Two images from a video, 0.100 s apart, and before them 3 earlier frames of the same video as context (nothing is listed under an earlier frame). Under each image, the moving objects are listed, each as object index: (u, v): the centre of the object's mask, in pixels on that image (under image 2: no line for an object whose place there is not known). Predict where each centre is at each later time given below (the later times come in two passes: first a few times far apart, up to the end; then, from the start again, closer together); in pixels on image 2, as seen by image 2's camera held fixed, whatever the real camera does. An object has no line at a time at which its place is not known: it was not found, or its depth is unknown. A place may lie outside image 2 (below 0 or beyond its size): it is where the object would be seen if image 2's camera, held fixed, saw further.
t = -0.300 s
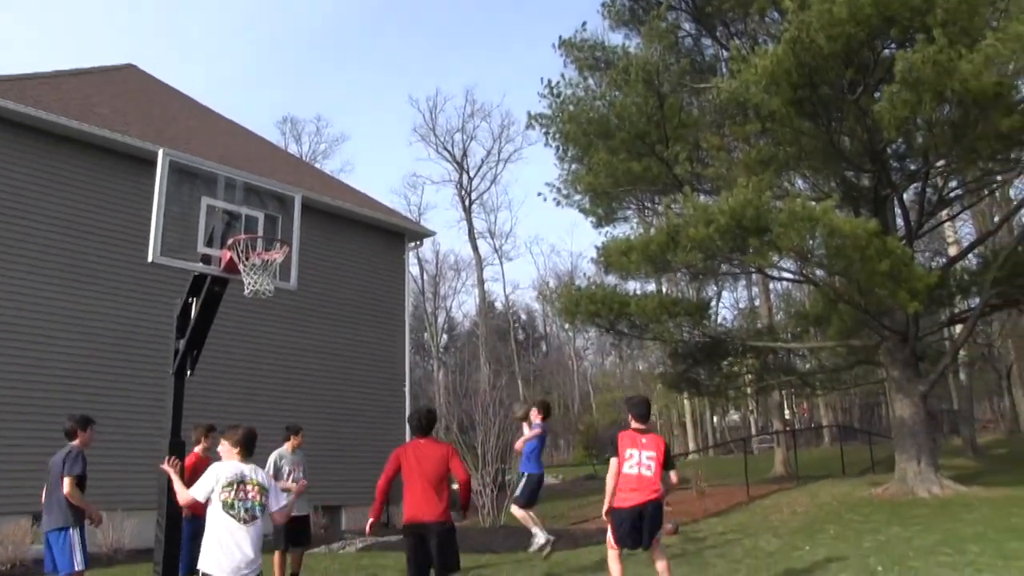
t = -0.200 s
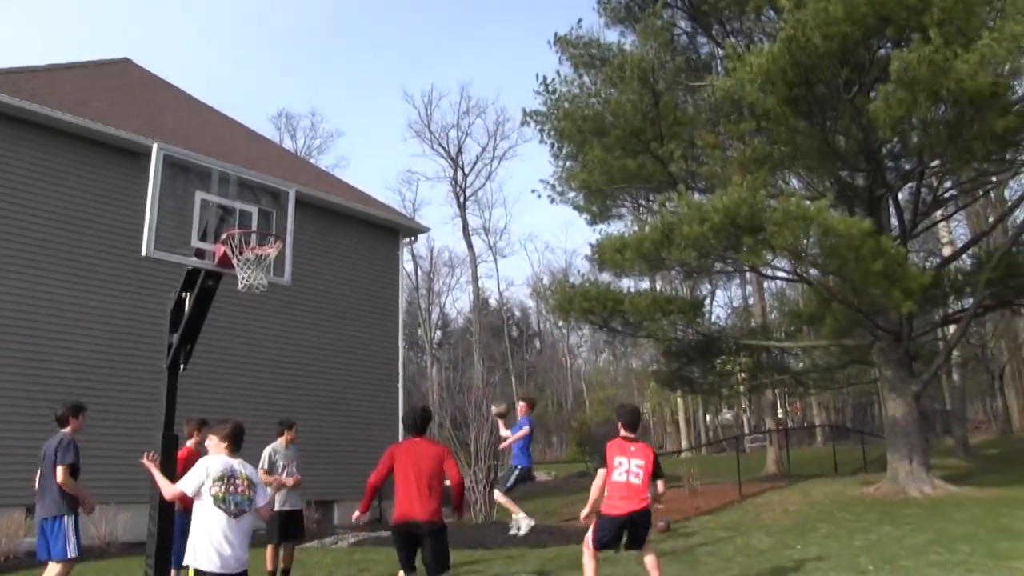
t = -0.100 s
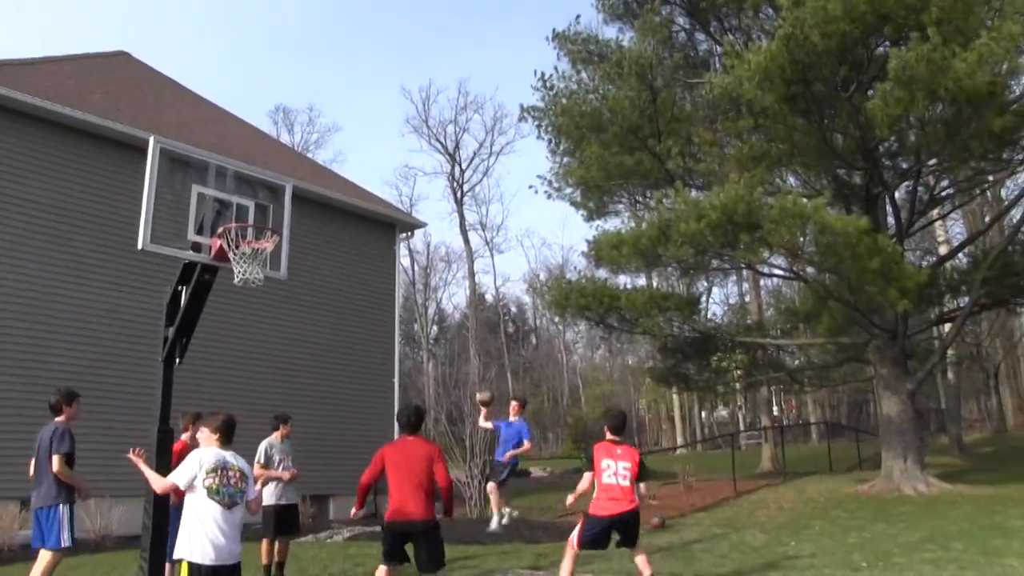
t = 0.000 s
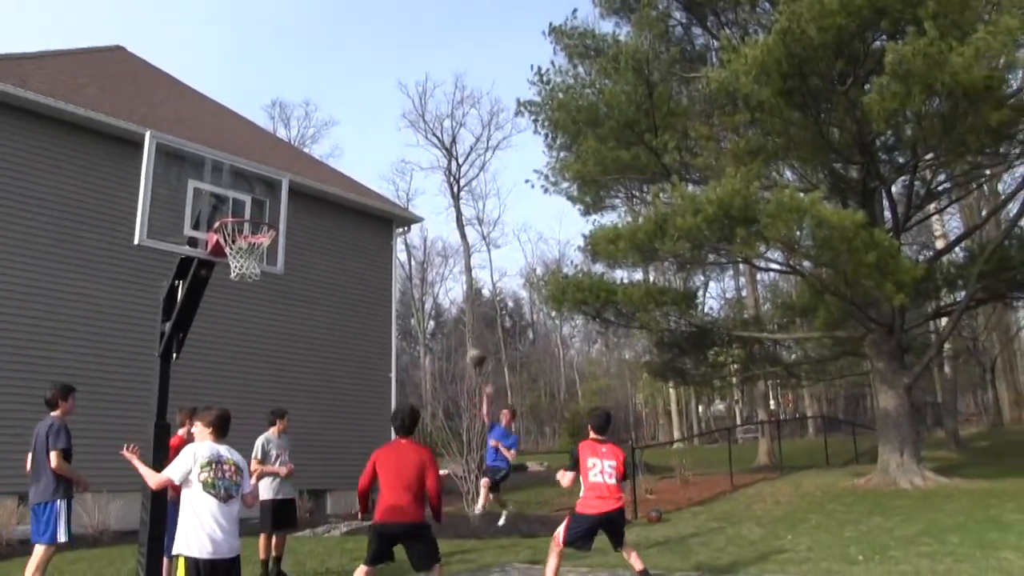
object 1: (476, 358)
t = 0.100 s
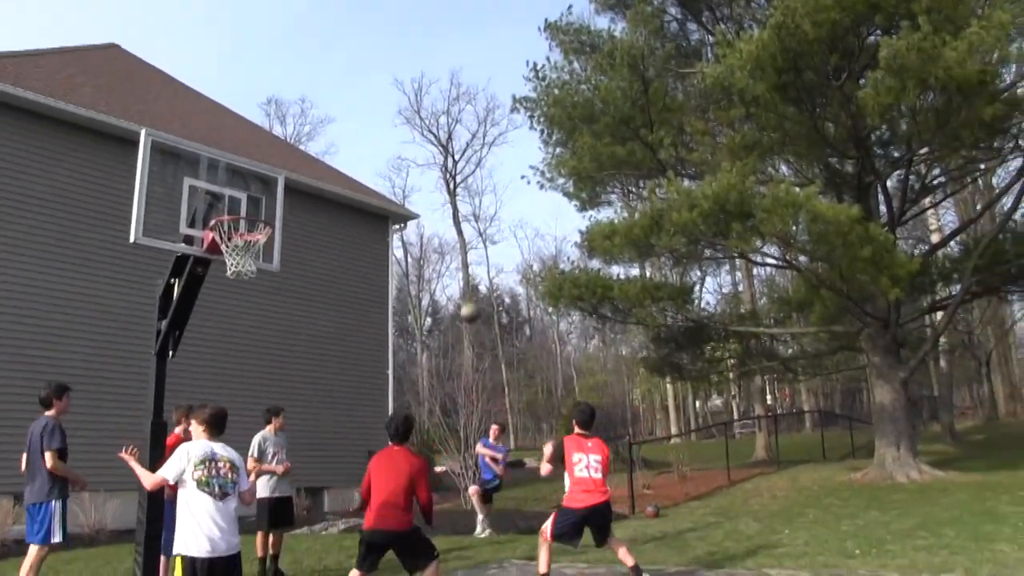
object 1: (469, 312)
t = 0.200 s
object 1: (468, 274)
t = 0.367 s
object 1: (463, 215)
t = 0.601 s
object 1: (453, 156)
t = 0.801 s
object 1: (443, 142)
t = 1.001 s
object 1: (458, 195)
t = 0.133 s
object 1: (470, 298)
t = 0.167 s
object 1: (469, 287)
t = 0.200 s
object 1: (468, 274)
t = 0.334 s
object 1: (463, 225)
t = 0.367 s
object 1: (463, 215)
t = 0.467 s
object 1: (459, 186)
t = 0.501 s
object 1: (457, 177)
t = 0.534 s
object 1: (456, 170)
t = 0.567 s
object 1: (454, 163)
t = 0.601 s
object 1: (453, 156)
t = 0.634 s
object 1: (451, 152)
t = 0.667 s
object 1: (450, 148)
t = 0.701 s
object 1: (448, 145)
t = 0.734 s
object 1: (447, 142)
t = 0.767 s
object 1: (445, 141)
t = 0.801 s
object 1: (443, 142)
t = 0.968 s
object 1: (456, 178)
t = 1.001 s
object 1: (458, 195)
